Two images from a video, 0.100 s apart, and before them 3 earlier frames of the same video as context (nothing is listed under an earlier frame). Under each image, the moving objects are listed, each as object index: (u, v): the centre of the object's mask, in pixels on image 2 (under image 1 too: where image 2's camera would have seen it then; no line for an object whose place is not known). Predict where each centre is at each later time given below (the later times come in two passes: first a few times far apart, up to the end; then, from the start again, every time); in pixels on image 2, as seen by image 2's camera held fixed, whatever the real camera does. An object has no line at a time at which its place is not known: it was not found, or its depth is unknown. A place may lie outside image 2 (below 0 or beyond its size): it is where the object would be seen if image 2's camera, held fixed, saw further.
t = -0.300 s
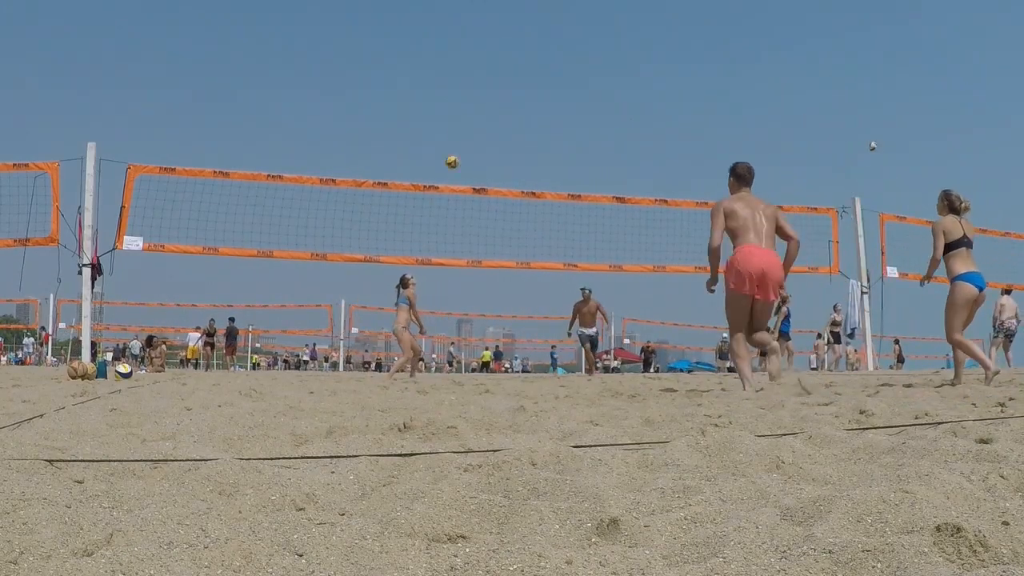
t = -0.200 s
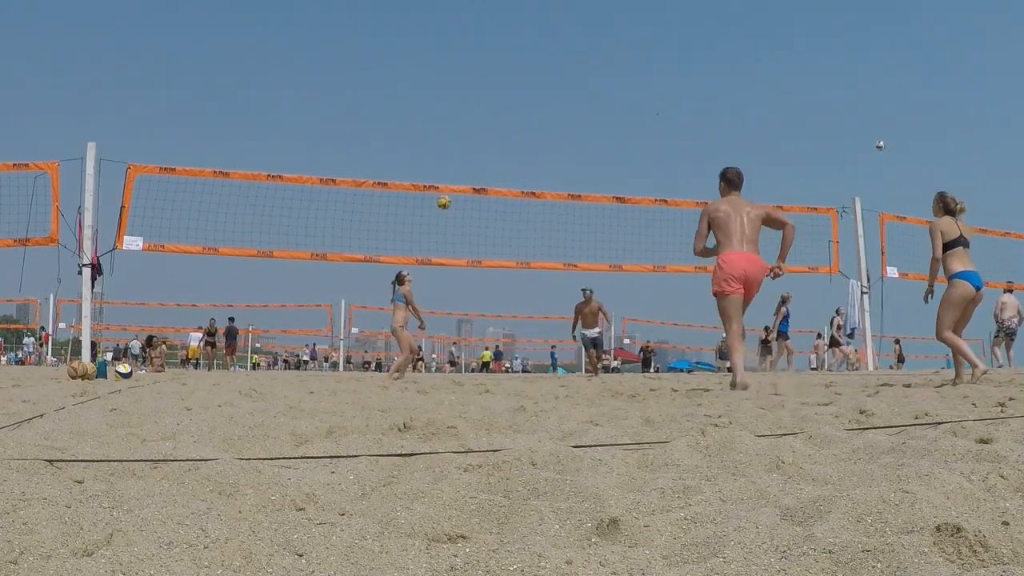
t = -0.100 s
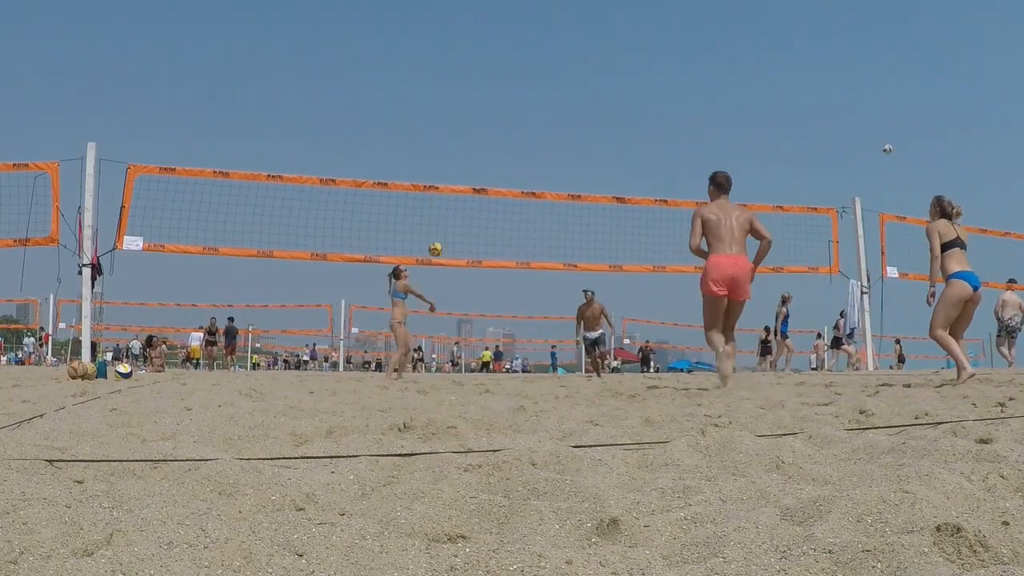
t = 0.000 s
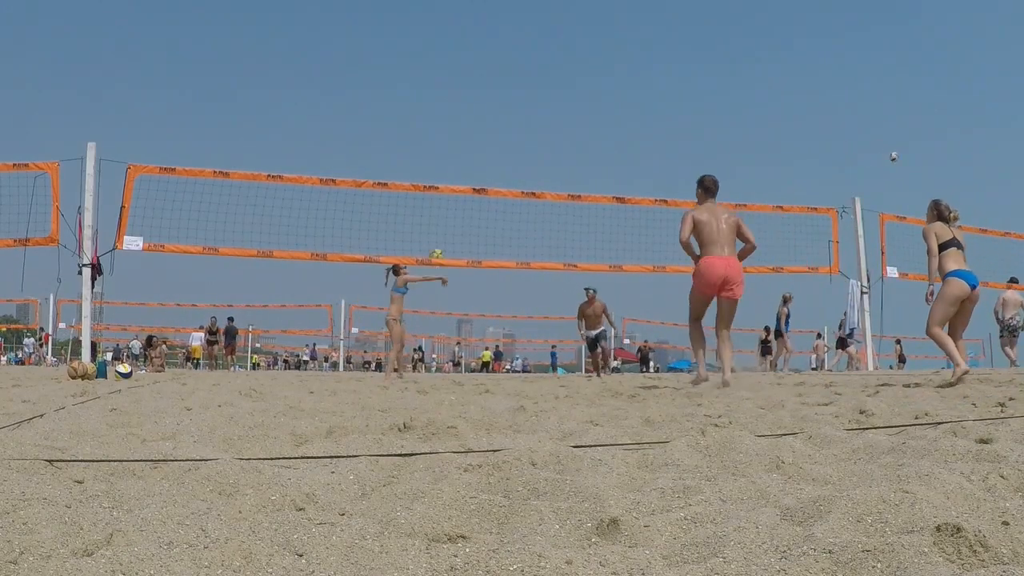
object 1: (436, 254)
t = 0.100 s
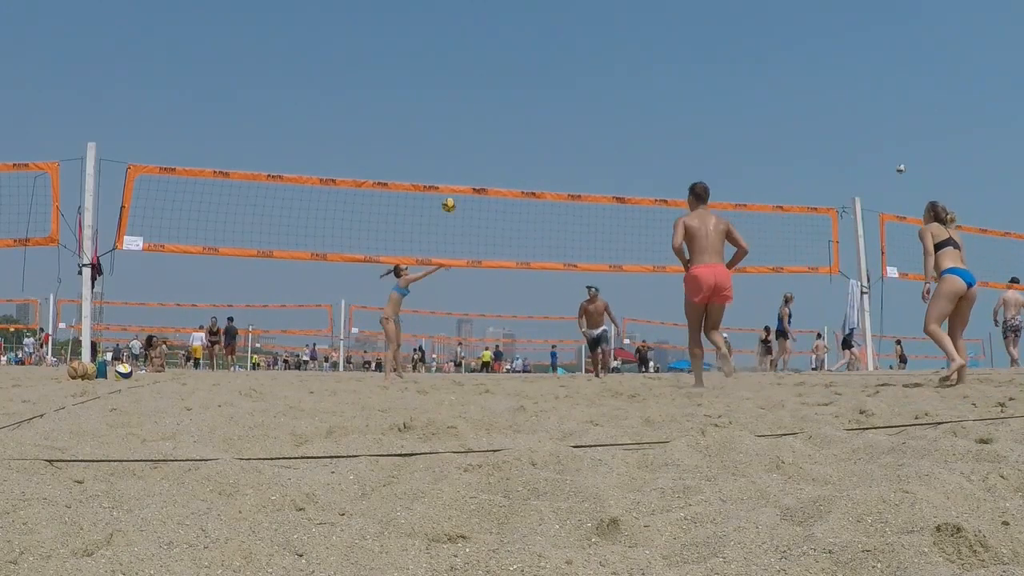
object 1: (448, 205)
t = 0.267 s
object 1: (468, 136)
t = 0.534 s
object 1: (500, 68)
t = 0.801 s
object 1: (528, 46)
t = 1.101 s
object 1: (559, 77)
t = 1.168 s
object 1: (566, 92)
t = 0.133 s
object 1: (452, 184)
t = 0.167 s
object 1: (457, 174)
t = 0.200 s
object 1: (460, 161)
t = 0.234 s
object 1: (465, 148)
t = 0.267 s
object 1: (468, 136)
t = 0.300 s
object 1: (473, 125)
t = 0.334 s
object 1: (477, 114)
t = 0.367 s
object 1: (481, 105)
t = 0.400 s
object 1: (485, 96)
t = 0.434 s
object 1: (489, 88)
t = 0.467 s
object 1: (492, 80)
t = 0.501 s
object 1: (496, 74)
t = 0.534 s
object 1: (500, 68)
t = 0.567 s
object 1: (504, 62)
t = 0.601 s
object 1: (507, 58)
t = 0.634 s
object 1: (511, 54)
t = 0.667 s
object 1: (514, 51)
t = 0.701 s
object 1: (518, 48)
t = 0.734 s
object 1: (522, 46)
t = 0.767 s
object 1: (525, 46)
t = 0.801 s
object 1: (528, 46)
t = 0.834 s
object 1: (532, 46)
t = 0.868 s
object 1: (536, 47)
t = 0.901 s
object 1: (539, 49)
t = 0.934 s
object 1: (542, 52)
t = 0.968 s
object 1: (546, 55)
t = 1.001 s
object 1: (549, 59)
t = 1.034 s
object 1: (553, 64)
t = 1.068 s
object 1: (556, 70)
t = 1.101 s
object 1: (559, 77)
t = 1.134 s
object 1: (562, 84)
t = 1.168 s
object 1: (566, 92)
